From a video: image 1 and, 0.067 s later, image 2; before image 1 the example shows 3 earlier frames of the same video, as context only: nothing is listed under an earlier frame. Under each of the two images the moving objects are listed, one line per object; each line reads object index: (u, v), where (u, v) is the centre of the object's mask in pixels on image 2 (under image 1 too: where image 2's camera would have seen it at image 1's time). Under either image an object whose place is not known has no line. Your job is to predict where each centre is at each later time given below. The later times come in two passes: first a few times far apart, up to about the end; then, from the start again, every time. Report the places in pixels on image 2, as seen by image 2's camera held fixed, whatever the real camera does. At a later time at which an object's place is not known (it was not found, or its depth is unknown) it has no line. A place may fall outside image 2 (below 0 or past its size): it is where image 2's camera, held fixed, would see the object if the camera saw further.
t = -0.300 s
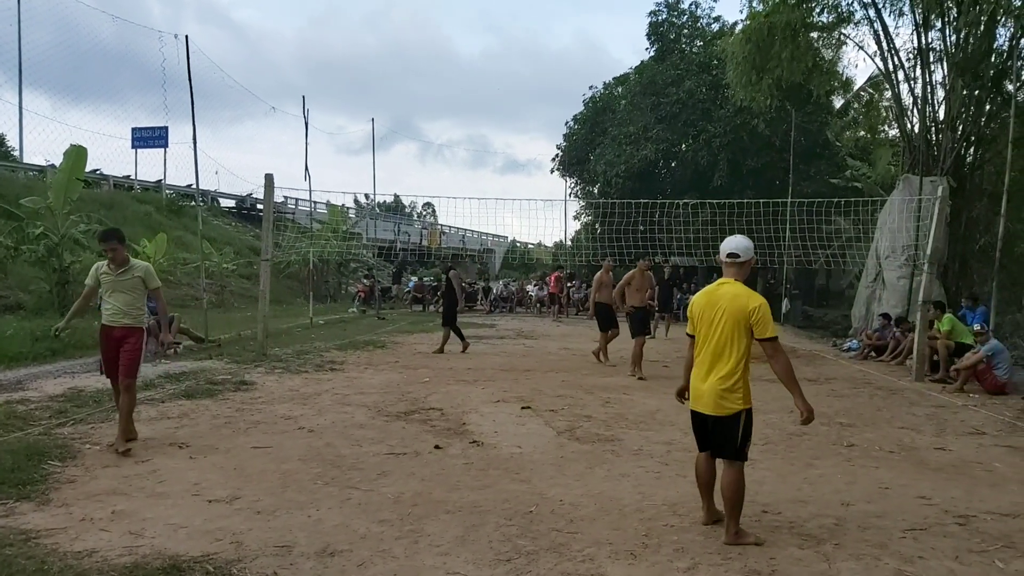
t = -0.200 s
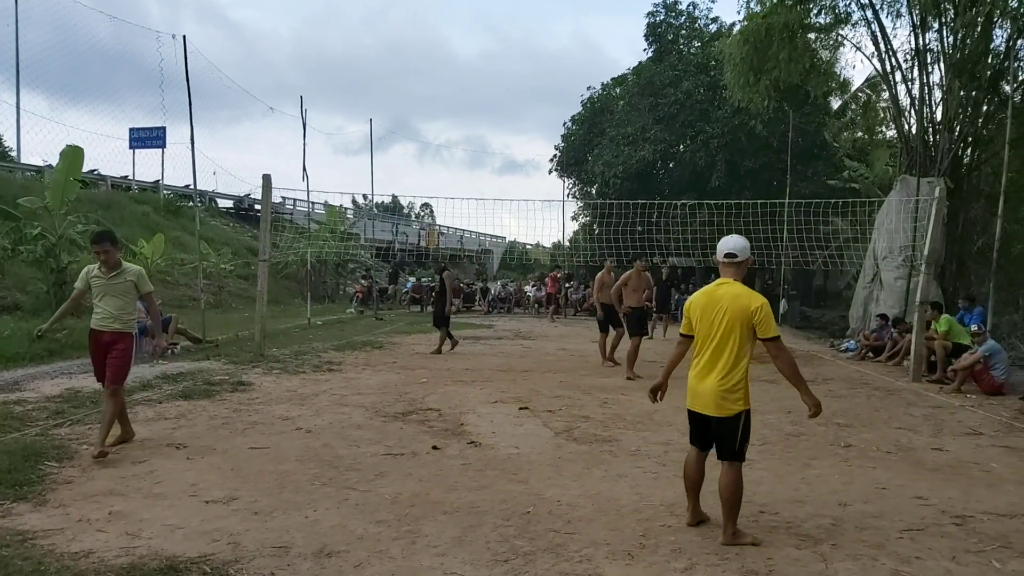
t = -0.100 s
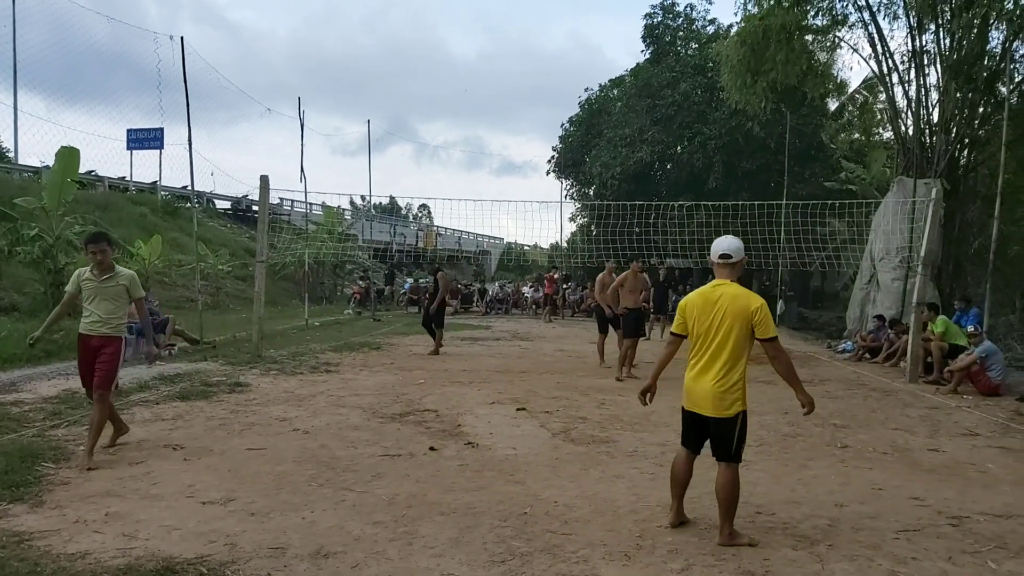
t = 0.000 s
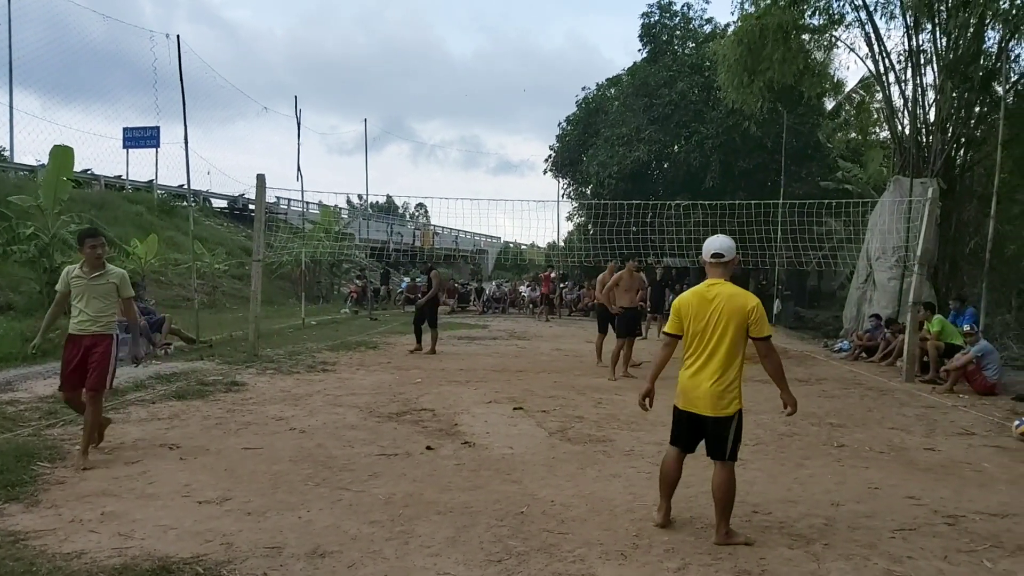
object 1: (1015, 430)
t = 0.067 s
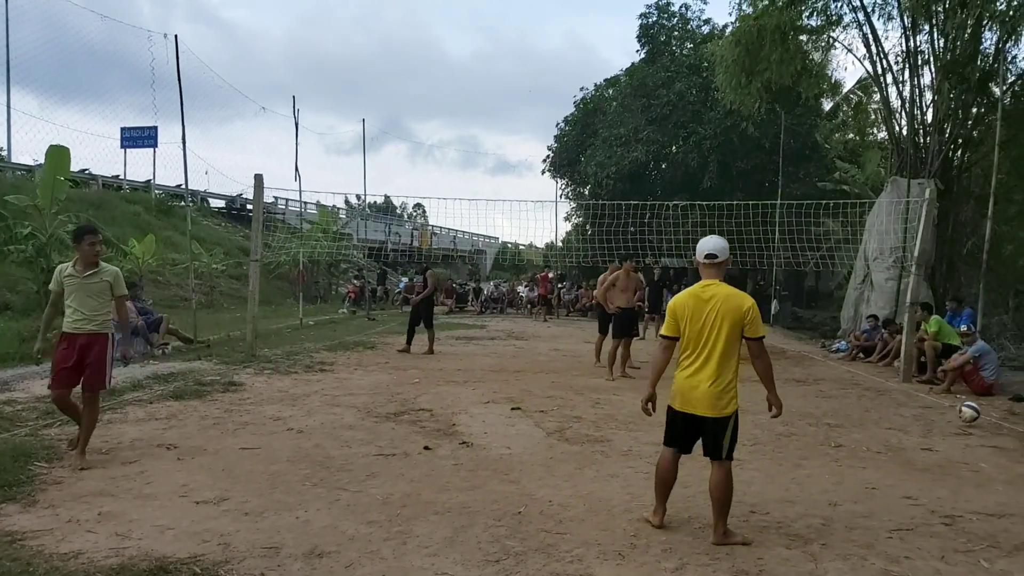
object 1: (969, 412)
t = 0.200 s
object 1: (881, 396)
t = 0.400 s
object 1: (801, 372)
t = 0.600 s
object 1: (750, 363)
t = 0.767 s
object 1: (720, 354)
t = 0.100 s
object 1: (944, 406)
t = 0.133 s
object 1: (921, 401)
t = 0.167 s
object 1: (900, 398)
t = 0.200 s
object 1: (881, 396)
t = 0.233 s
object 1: (864, 391)
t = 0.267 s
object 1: (849, 387)
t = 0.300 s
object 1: (835, 385)
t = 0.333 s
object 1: (822, 382)
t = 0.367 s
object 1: (811, 376)
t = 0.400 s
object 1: (801, 372)
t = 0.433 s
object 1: (792, 368)
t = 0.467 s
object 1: (783, 365)
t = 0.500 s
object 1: (775, 363)
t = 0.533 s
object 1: (766, 362)
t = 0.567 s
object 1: (757, 361)
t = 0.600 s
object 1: (750, 363)
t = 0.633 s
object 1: (744, 362)
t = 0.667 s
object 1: (738, 359)
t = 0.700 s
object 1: (732, 357)
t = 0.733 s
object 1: (726, 355)
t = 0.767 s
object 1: (720, 354)
